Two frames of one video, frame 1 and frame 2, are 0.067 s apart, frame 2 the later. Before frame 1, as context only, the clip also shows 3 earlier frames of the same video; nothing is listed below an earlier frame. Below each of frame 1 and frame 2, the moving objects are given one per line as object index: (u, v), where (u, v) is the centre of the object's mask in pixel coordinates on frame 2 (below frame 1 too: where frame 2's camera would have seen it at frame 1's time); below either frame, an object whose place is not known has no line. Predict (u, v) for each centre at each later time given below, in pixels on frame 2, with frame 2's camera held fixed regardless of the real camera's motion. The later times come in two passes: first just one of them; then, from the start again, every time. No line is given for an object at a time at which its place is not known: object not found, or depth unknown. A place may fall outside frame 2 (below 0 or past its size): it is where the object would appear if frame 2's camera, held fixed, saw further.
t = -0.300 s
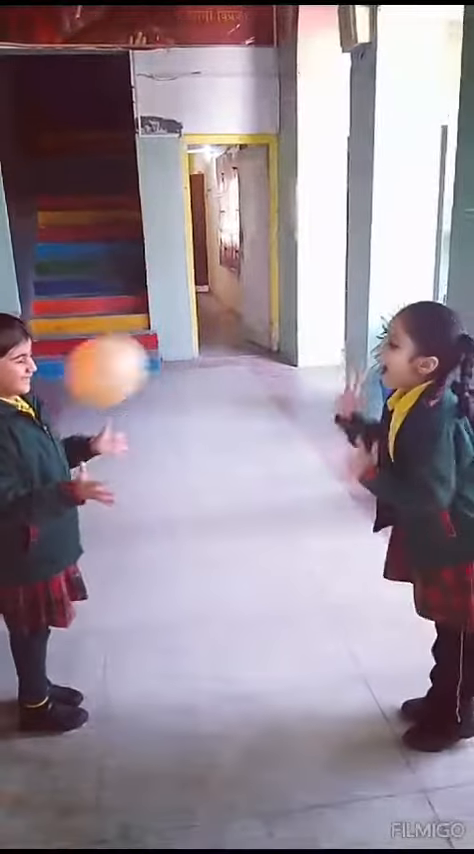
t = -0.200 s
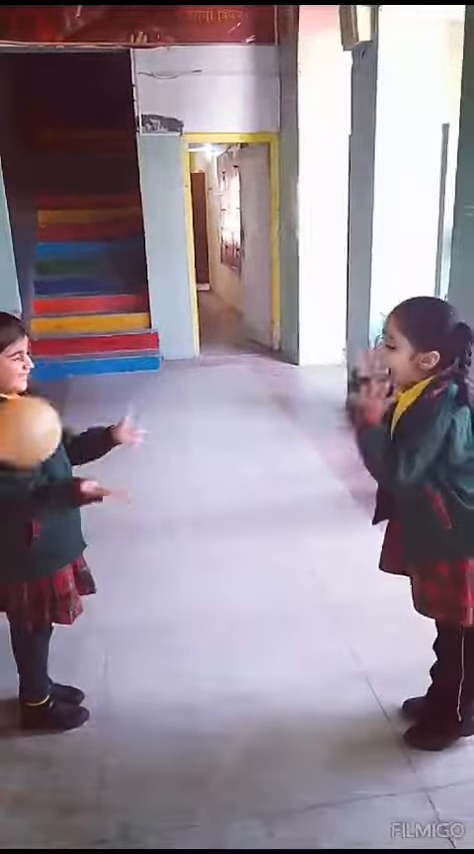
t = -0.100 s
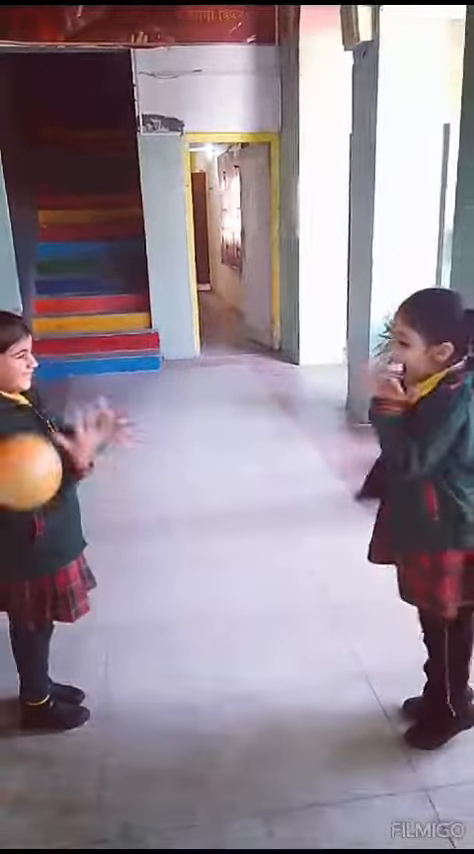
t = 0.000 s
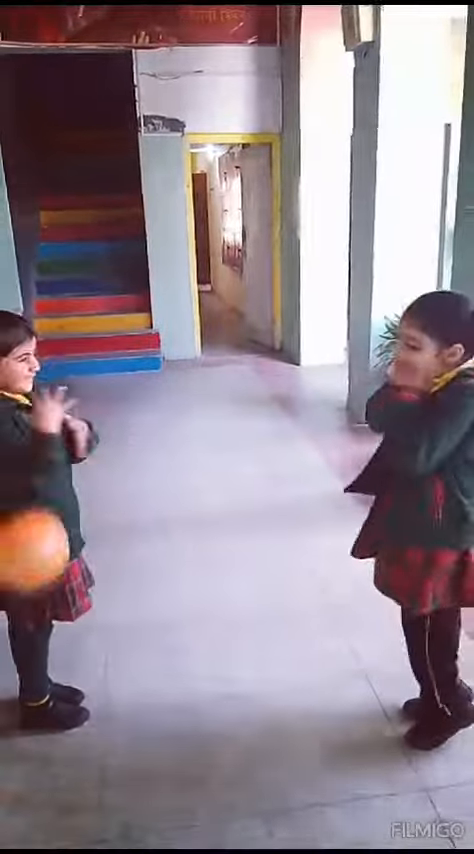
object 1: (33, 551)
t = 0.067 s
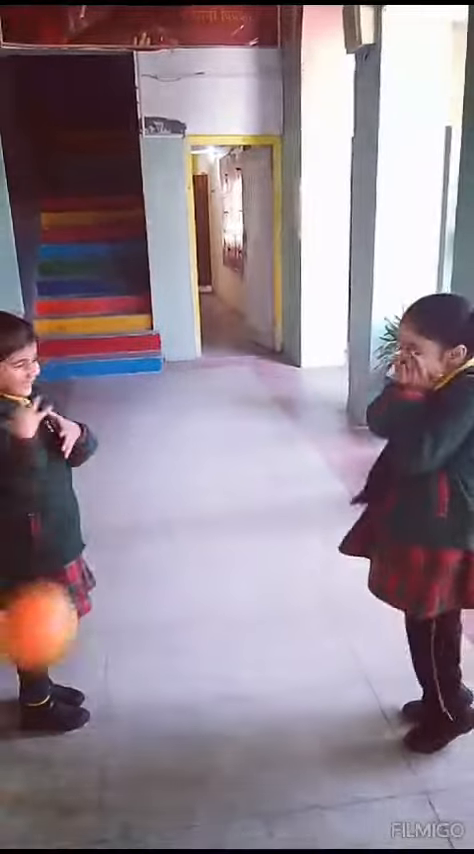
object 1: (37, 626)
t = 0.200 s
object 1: (59, 821)
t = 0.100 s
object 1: (40, 674)
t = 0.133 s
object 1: (48, 727)
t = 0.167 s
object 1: (52, 777)
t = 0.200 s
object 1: (59, 821)
